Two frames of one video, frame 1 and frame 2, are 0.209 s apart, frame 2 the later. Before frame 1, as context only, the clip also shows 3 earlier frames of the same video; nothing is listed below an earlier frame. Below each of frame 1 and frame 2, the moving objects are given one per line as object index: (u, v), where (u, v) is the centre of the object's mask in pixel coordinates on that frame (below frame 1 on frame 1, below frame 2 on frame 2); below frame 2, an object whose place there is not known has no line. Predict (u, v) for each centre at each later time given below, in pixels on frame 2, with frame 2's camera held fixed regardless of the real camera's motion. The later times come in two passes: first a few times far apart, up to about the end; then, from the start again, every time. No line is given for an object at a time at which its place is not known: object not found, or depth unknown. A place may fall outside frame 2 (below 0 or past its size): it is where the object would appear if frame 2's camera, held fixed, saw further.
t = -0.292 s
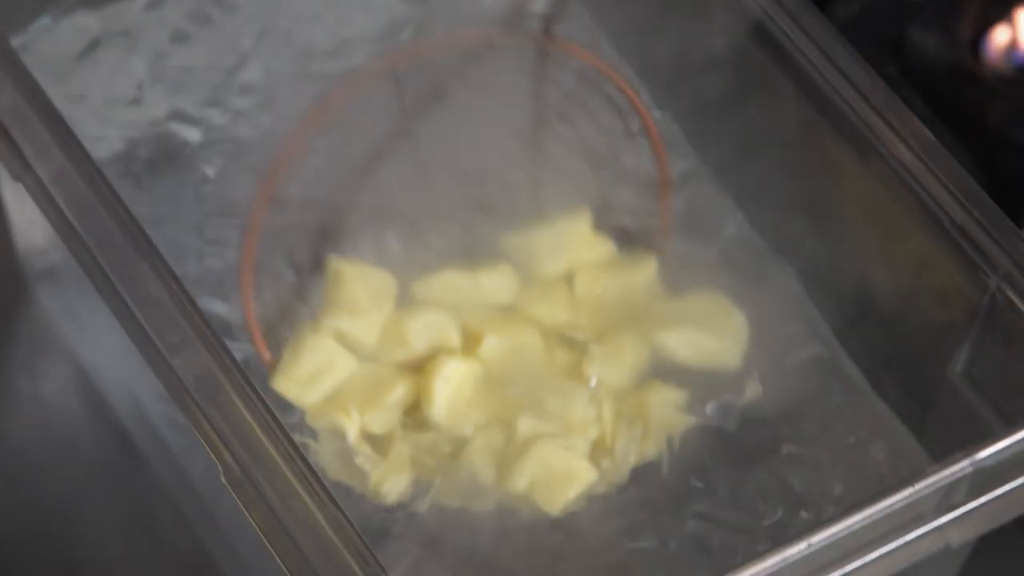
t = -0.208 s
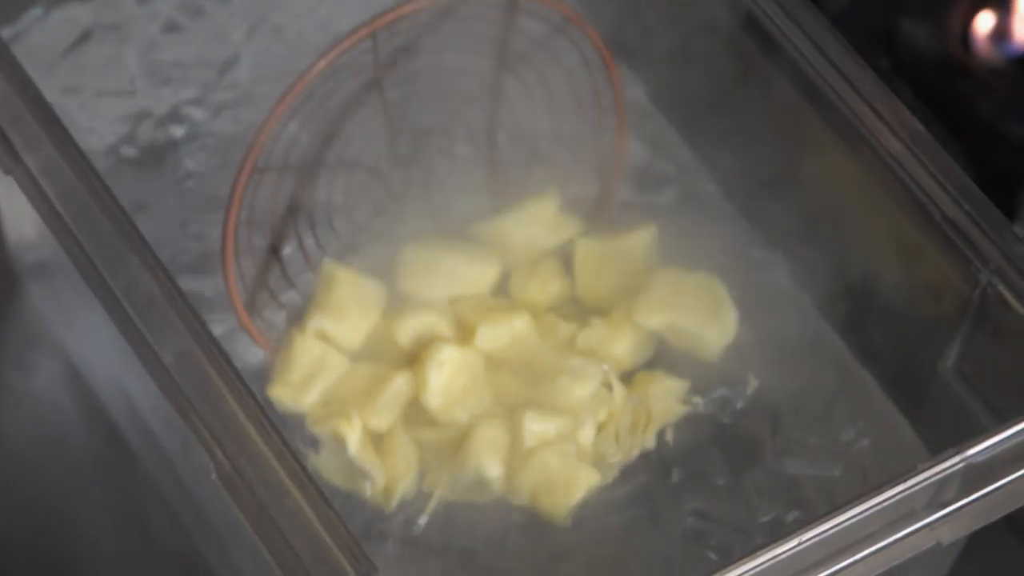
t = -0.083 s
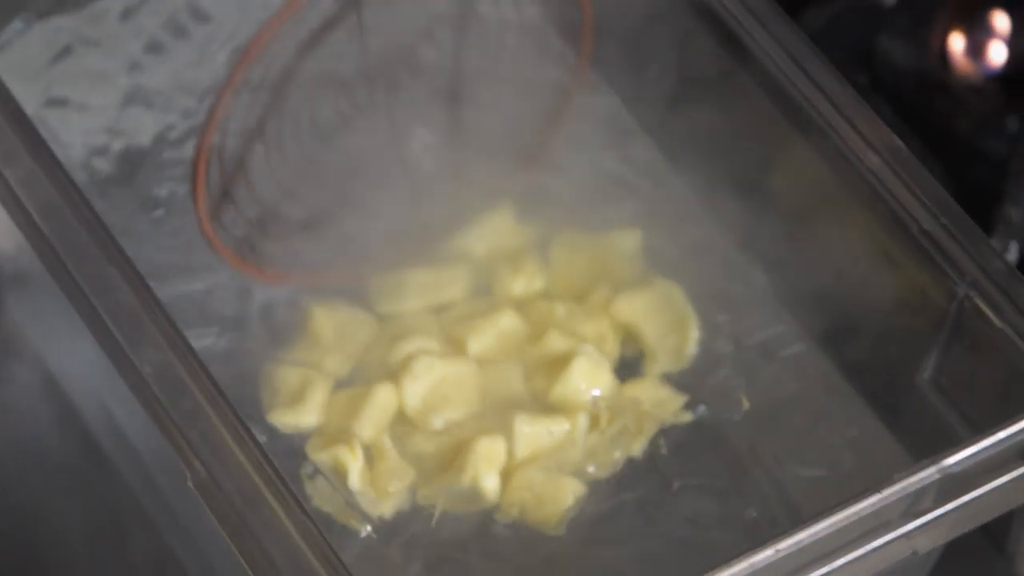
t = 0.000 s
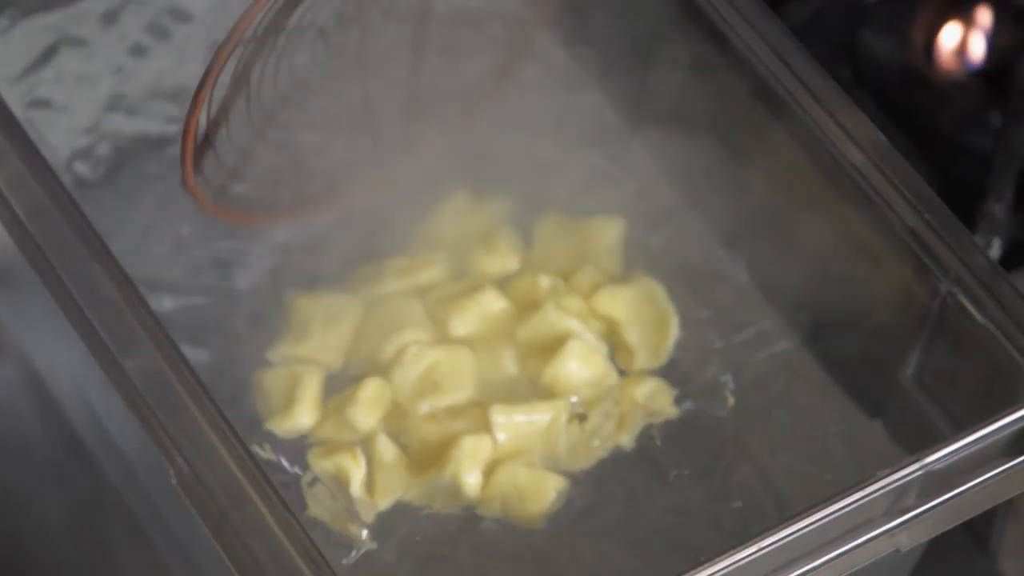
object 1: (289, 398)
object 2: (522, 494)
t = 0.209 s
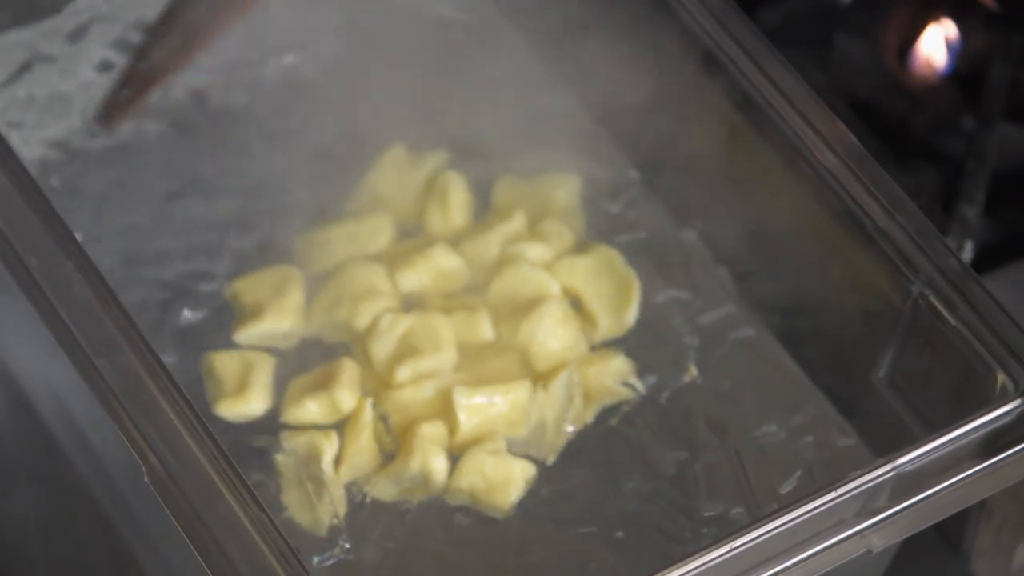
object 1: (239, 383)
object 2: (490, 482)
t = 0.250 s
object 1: (233, 378)
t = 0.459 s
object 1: (217, 358)
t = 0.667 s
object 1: (215, 354)
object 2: (480, 490)
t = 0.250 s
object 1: (233, 378)
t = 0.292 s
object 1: (230, 376)
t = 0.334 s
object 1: (226, 372)
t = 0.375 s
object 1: (222, 366)
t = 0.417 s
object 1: (219, 363)
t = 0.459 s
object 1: (217, 358)
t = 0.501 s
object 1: (216, 355)
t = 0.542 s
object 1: (215, 354)
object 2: (481, 488)
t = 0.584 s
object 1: (216, 353)
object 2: (481, 489)
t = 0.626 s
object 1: (216, 353)
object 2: (480, 489)
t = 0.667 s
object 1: (215, 354)
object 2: (480, 490)
